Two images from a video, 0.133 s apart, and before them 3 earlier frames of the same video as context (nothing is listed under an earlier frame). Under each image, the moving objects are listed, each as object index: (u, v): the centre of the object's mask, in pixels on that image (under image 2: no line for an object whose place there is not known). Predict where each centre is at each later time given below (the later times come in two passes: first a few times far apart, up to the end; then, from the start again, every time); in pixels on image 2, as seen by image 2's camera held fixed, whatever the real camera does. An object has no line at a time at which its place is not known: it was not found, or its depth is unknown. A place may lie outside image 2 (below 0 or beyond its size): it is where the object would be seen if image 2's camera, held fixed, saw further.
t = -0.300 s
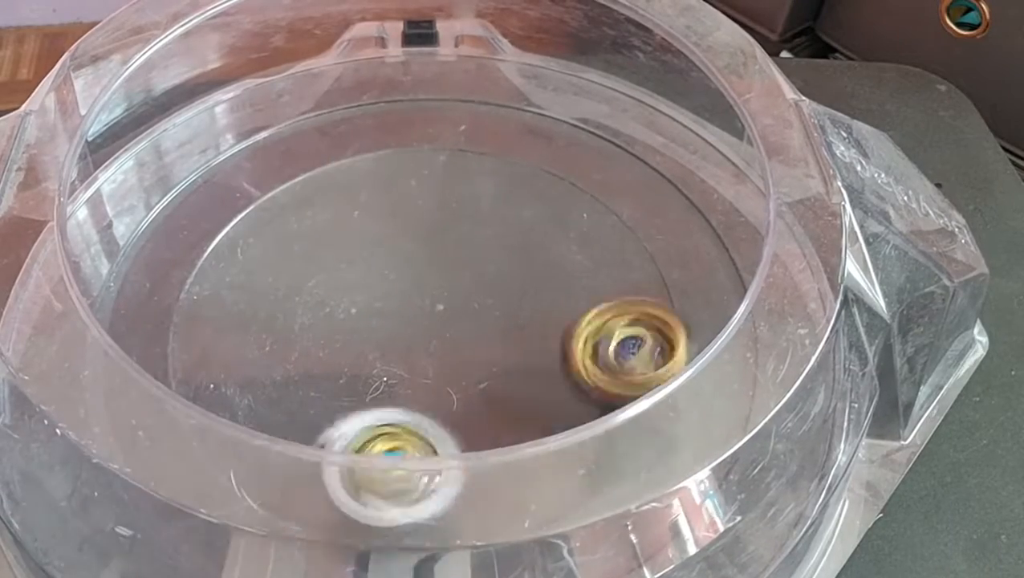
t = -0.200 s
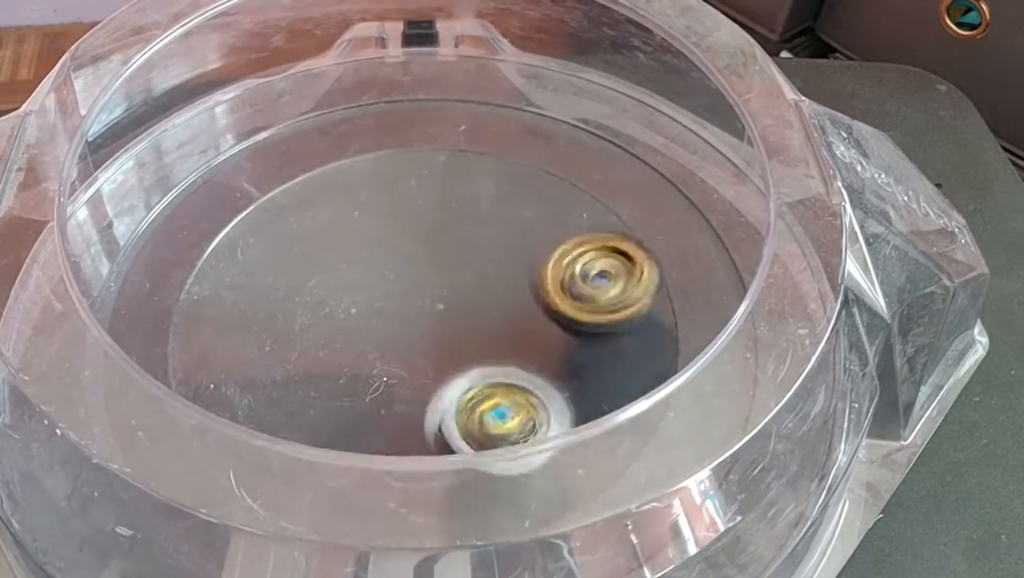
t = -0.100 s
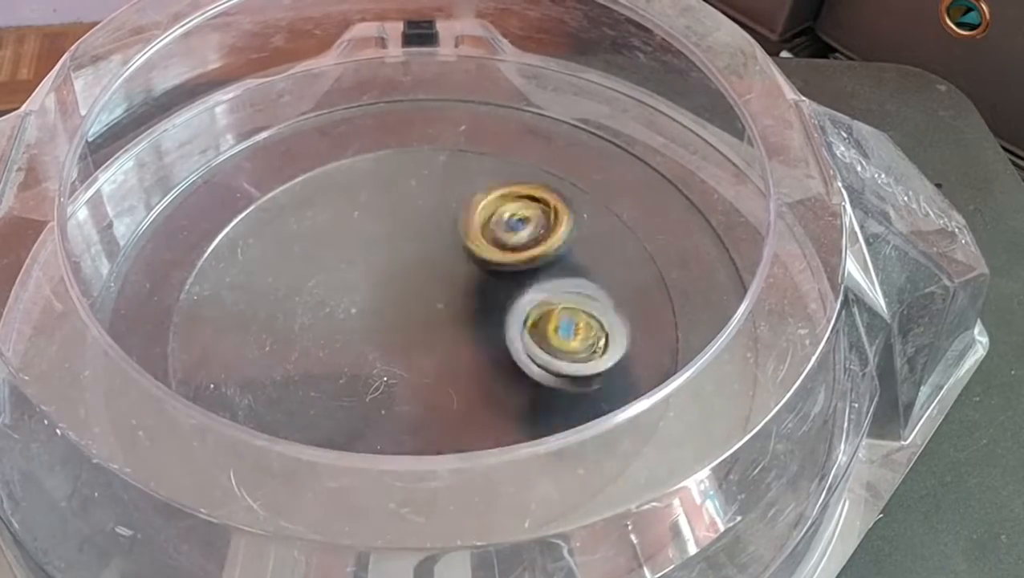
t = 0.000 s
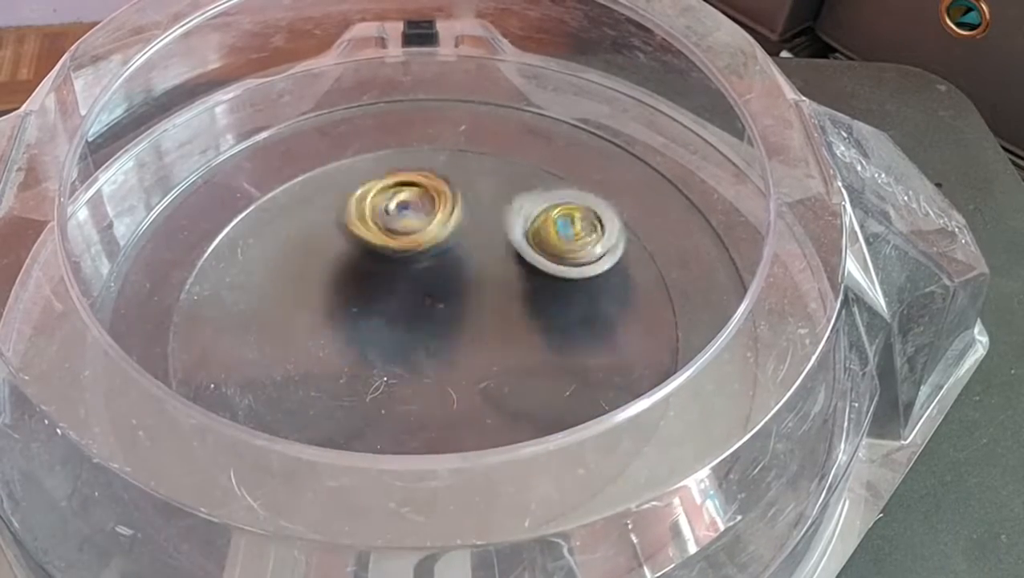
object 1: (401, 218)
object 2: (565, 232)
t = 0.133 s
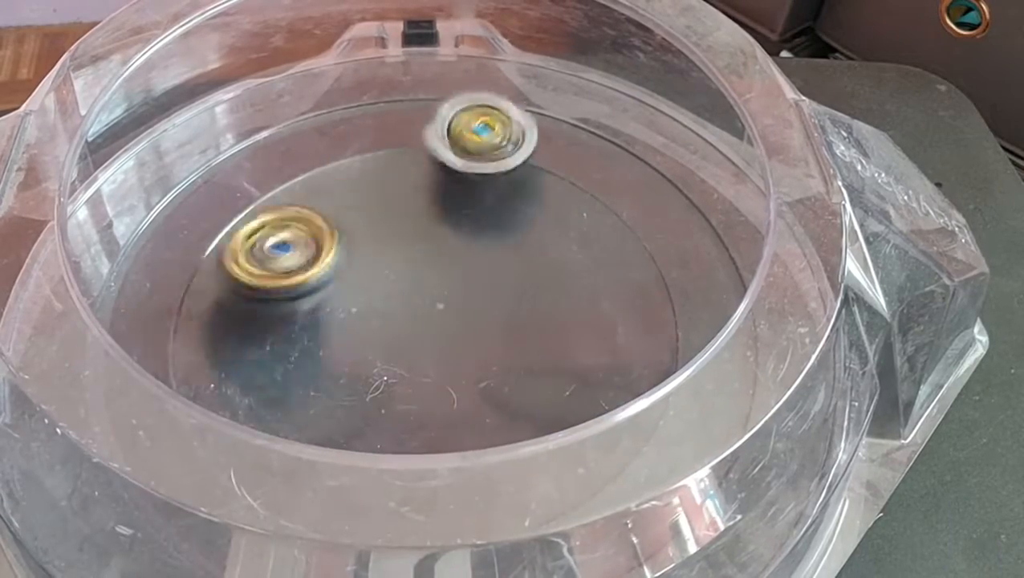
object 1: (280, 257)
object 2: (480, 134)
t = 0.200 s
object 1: (256, 294)
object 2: (421, 116)
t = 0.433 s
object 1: (390, 406)
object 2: (285, 146)
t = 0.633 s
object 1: (487, 306)
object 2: (244, 302)
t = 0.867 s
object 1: (371, 247)
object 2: (528, 443)
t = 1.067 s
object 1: (370, 340)
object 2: (712, 323)
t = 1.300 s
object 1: (449, 325)
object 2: (714, 243)
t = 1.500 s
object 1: (440, 292)
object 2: (617, 218)
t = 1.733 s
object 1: (391, 366)
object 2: (396, 189)
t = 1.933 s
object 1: (393, 410)
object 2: (251, 268)
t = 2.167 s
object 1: (418, 393)
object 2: (255, 436)
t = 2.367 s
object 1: (410, 310)
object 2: (465, 460)
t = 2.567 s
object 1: (379, 265)
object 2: (579, 300)
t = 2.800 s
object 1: (377, 259)
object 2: (431, 147)
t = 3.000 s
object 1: (432, 284)
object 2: (264, 192)
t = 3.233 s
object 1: (497, 296)
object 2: (298, 393)
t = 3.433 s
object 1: (492, 302)
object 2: (539, 406)
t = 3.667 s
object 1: (432, 354)
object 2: (645, 264)
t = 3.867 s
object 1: (406, 372)
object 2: (496, 177)
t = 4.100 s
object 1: (402, 345)
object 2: (260, 262)
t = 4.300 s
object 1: (377, 295)
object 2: (240, 431)
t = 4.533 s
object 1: (363, 284)
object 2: (486, 468)
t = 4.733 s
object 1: (431, 296)
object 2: (589, 300)
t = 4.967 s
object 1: (459, 302)
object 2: (491, 122)
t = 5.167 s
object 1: (455, 333)
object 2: (438, 69)
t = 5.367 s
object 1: (445, 346)
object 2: (396, 90)
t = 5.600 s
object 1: (411, 336)
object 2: (336, 172)
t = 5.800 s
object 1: (428, 361)
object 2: (268, 303)
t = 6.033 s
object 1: (493, 332)
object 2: (340, 401)
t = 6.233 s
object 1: (475, 252)
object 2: (489, 402)
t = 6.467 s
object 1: (433, 229)
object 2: (525, 342)
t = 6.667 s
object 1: (393, 217)
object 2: (444, 327)
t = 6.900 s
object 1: (382, 245)
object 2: (336, 363)
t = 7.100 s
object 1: (418, 304)
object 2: (325, 370)
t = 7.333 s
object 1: (456, 341)
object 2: (297, 371)
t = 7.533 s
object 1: (527, 373)
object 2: (304, 305)
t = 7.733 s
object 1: (540, 375)
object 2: (367, 240)
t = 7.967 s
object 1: (477, 340)
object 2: (453, 236)
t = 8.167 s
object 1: (373, 347)
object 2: (562, 229)
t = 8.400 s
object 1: (370, 338)
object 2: (592, 244)
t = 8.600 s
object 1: (404, 323)
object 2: (529, 325)
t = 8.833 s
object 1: (391, 292)
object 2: (450, 411)
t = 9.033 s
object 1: (444, 279)
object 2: (419, 408)
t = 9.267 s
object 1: (466, 288)
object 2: (419, 407)
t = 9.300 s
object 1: (468, 295)
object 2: (419, 407)
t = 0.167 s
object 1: (264, 274)
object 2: (452, 122)
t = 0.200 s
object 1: (256, 294)
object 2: (421, 116)
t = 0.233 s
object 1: (257, 314)
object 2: (389, 114)
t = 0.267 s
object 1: (262, 338)
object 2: (365, 114)
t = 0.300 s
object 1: (276, 361)
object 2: (346, 118)
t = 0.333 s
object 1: (300, 382)
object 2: (328, 123)
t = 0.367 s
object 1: (328, 396)
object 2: (313, 128)
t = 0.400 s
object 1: (361, 404)
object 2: (298, 134)
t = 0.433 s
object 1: (390, 406)
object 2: (285, 146)
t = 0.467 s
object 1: (416, 403)
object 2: (271, 160)
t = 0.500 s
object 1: (440, 395)
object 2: (257, 181)
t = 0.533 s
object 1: (463, 374)
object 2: (246, 206)
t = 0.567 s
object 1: (480, 353)
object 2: (239, 235)
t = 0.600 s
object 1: (486, 332)
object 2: (237, 267)
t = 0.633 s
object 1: (487, 306)
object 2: (244, 302)
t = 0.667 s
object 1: (482, 285)
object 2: (261, 339)
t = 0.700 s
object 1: (471, 266)
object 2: (287, 375)
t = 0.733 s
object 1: (456, 254)
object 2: (324, 399)
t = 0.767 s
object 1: (436, 240)
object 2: (366, 413)
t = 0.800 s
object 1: (415, 235)
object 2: (418, 442)
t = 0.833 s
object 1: (393, 235)
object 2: (473, 448)
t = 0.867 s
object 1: (371, 247)
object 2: (528, 443)
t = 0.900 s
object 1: (355, 260)
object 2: (575, 430)
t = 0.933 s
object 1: (345, 277)
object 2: (619, 412)
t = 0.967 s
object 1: (343, 295)
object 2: (652, 387)
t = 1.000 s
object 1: (348, 313)
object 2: (676, 360)
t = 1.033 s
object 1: (358, 327)
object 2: (695, 339)
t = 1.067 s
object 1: (370, 340)
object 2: (712, 323)
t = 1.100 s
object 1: (384, 348)
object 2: (726, 311)
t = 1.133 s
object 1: (399, 351)
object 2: (735, 298)
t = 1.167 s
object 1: (414, 350)
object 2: (742, 286)
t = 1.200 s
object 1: (428, 346)
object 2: (744, 273)
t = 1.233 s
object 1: (438, 341)
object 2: (737, 261)
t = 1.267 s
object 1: (445, 335)
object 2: (718, 248)
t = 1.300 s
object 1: (449, 325)
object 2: (714, 243)
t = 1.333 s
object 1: (451, 320)
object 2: (707, 240)
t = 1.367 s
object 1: (451, 310)
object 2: (694, 233)
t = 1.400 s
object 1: (449, 304)
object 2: (680, 229)
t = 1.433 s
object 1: (446, 299)
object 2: (663, 224)
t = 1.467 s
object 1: (443, 295)
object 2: (642, 220)
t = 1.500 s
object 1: (440, 292)
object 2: (617, 218)
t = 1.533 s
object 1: (437, 291)
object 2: (590, 214)
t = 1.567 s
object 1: (435, 295)
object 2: (559, 208)
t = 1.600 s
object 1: (434, 296)
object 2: (525, 206)
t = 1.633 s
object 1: (433, 301)
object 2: (487, 206)
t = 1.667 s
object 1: (419, 321)
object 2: (452, 202)
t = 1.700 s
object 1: (403, 343)
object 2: (423, 192)
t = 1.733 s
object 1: (391, 366)
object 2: (396, 189)
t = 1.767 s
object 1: (383, 385)
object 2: (367, 193)
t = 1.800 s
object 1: (381, 397)
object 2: (342, 202)
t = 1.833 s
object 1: (382, 401)
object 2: (317, 213)
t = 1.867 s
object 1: (385, 404)
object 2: (294, 229)
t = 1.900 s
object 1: (389, 407)
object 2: (271, 249)
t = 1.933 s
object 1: (393, 410)
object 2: (251, 268)
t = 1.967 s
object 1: (397, 409)
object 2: (235, 290)
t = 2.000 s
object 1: (402, 409)
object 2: (224, 314)
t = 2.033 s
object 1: (404, 409)
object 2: (218, 339)
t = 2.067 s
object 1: (407, 408)
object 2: (221, 362)
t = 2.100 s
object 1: (411, 405)
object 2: (232, 380)
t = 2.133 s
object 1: (415, 400)
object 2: (238, 411)
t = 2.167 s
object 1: (418, 393)
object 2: (255, 436)
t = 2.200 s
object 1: (420, 378)
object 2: (280, 456)
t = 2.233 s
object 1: (420, 364)
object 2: (311, 468)
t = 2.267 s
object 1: (419, 349)
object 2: (348, 477)
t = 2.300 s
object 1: (417, 335)
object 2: (387, 479)
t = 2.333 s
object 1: (414, 321)
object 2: (427, 473)
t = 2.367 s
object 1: (410, 310)
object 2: (465, 460)
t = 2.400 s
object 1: (405, 300)
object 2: (500, 439)
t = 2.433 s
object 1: (398, 294)
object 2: (521, 408)
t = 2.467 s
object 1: (393, 286)
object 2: (553, 390)
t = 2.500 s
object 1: (387, 279)
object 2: (573, 362)
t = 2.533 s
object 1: (382, 272)
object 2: (578, 329)
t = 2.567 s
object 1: (379, 265)
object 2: (579, 300)
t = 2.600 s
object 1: (376, 264)
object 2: (574, 268)
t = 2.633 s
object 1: (374, 262)
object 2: (562, 237)
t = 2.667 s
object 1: (373, 260)
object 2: (541, 211)
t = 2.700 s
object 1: (372, 259)
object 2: (516, 191)
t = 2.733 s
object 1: (372, 258)
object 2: (490, 173)
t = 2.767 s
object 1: (375, 258)
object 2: (463, 158)
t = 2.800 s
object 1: (377, 259)
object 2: (431, 147)
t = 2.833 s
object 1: (381, 263)
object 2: (398, 142)
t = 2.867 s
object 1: (386, 267)
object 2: (366, 144)
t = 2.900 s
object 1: (396, 268)
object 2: (336, 150)
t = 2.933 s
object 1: (407, 273)
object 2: (310, 159)
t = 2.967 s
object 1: (419, 280)
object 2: (286, 173)
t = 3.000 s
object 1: (432, 284)
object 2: (264, 192)
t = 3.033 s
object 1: (444, 288)
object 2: (246, 214)
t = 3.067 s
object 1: (455, 291)
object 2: (233, 241)
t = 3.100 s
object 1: (465, 293)
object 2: (228, 272)
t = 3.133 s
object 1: (475, 294)
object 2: (232, 305)
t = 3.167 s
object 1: (483, 295)
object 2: (242, 337)
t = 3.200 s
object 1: (491, 296)
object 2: (266, 370)
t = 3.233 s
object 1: (497, 296)
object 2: (298, 393)
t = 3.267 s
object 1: (501, 296)
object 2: (335, 409)
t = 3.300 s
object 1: (505, 294)
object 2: (374, 419)
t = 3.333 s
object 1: (507, 295)
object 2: (421, 424)
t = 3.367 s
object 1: (506, 296)
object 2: (462, 423)
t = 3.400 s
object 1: (500, 298)
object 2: (503, 417)
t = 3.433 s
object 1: (492, 302)
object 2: (539, 406)
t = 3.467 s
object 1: (483, 305)
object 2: (576, 394)
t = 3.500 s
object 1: (473, 312)
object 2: (606, 375)
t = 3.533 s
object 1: (464, 321)
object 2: (626, 356)
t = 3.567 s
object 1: (456, 329)
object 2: (646, 337)
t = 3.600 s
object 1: (447, 342)
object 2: (657, 312)
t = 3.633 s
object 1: (439, 349)
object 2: (653, 285)
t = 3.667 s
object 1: (432, 354)
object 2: (645, 264)
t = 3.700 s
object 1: (426, 359)
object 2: (634, 243)
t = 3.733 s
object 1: (421, 363)
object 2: (616, 220)
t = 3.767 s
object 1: (416, 367)
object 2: (589, 209)
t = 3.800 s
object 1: (412, 370)
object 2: (563, 195)
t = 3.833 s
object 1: (409, 372)
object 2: (533, 183)
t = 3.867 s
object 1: (406, 372)
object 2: (496, 177)
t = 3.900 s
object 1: (403, 375)
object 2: (459, 179)
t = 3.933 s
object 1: (403, 373)
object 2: (423, 182)
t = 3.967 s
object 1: (402, 373)
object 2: (385, 189)
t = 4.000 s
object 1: (403, 368)
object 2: (345, 201)
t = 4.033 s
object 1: (404, 363)
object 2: (313, 219)
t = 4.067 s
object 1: (404, 355)
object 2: (286, 240)
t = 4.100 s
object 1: (402, 345)
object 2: (260, 262)
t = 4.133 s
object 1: (399, 335)
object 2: (238, 289)
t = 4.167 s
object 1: (396, 326)
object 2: (223, 317)
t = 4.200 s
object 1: (391, 318)
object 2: (220, 346)
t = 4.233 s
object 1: (386, 310)
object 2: (226, 370)
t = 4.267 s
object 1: (382, 303)
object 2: (226, 401)
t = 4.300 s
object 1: (377, 295)
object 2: (240, 431)
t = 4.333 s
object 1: (372, 288)
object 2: (267, 454)
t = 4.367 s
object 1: (367, 283)
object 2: (299, 475)
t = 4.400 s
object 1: (362, 280)
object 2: (330, 483)
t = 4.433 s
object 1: (359, 278)
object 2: (367, 503)
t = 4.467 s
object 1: (357, 279)
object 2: (414, 492)
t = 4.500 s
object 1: (359, 281)
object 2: (453, 481)
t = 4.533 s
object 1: (363, 284)
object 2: (486, 468)
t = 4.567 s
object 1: (369, 289)
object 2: (522, 444)
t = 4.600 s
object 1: (379, 293)
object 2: (546, 413)
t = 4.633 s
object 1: (392, 295)
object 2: (565, 386)
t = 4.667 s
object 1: (405, 296)
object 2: (583, 360)
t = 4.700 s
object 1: (418, 297)
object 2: (585, 331)
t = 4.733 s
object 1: (431, 296)
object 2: (589, 300)
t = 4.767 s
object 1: (443, 294)
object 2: (579, 269)
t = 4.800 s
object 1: (453, 292)
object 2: (565, 245)
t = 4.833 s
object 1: (462, 288)
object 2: (552, 219)
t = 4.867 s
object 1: (460, 291)
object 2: (536, 194)
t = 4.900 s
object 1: (458, 295)
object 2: (528, 164)
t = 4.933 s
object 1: (459, 298)
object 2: (509, 138)
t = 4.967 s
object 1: (459, 302)
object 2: (491, 122)
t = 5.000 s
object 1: (457, 306)
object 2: (476, 105)
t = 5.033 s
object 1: (456, 311)
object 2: (462, 96)
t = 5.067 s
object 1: (455, 317)
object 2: (457, 83)
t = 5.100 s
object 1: (455, 321)
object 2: (450, 73)
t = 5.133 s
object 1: (455, 325)
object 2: (445, 66)
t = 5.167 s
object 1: (455, 333)
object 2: (438, 69)
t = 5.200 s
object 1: (454, 335)
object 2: (428, 72)
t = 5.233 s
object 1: (453, 340)
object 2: (422, 76)
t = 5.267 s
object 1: (452, 342)
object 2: (413, 79)
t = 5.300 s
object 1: (451, 344)
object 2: (408, 81)
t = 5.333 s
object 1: (449, 345)
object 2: (402, 85)
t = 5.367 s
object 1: (445, 346)
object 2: (396, 90)
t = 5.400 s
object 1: (443, 346)
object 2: (389, 95)
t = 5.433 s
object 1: (438, 345)
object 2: (382, 102)
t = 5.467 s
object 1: (433, 342)
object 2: (377, 108)
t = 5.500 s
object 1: (429, 340)
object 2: (367, 120)
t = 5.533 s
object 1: (424, 338)
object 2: (359, 133)
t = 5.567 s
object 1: (418, 337)
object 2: (344, 150)
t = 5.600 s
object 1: (411, 336)
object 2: (336, 172)
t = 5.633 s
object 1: (402, 336)
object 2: (321, 194)
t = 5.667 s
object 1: (397, 335)
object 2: (313, 224)
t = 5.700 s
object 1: (394, 336)
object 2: (304, 254)
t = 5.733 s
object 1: (401, 345)
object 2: (294, 273)
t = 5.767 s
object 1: (414, 355)
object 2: (275, 284)
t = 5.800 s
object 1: (428, 361)
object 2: (268, 303)
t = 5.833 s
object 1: (439, 361)
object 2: (259, 319)
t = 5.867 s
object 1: (452, 361)
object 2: (262, 339)
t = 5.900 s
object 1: (462, 359)
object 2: (266, 354)
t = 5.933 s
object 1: (475, 355)
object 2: (282, 372)
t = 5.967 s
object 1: (483, 346)
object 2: (295, 384)
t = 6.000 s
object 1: (491, 340)
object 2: (319, 394)
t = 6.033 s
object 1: (493, 332)
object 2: (340, 401)
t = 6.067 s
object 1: (492, 320)
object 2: (374, 405)
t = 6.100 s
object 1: (488, 318)
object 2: (398, 407)
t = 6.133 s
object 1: (483, 305)
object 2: (436, 400)
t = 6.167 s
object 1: (476, 294)
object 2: (455, 399)
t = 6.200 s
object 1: (476, 272)
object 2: (472, 403)
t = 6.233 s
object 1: (475, 252)
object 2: (489, 402)
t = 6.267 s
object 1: (471, 237)
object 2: (504, 401)
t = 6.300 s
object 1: (464, 228)
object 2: (516, 398)
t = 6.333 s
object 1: (458, 225)
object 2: (525, 390)
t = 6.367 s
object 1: (452, 224)
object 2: (534, 381)
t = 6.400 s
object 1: (446, 224)
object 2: (535, 373)
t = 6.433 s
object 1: (438, 226)
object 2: (530, 358)
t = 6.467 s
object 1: (433, 229)
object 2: (525, 342)
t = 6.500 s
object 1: (430, 233)
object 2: (516, 332)
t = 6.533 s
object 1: (427, 237)
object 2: (499, 327)
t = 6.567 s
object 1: (421, 230)
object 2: (489, 324)
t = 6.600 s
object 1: (410, 221)
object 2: (475, 328)
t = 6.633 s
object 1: (403, 218)
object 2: (460, 326)
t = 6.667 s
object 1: (393, 217)
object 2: (444, 327)
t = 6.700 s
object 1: (388, 219)
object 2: (425, 330)
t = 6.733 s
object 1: (382, 227)
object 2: (407, 334)
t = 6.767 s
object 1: (382, 224)
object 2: (388, 344)
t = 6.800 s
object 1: (380, 225)
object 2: (371, 350)
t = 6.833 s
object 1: (380, 229)
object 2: (355, 355)
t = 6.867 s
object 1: (379, 234)
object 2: (345, 360)
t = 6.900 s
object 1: (382, 245)
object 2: (336, 363)
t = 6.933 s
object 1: (386, 261)
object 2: (329, 367)
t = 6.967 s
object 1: (392, 271)
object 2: (324, 370)
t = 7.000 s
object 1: (397, 278)
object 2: (327, 370)
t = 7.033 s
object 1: (403, 289)
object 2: (328, 366)
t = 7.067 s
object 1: (411, 294)
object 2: (324, 371)
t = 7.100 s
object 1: (418, 304)
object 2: (325, 370)
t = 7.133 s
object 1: (431, 305)
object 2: (313, 383)
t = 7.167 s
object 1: (441, 314)
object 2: (305, 383)
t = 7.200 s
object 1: (447, 320)
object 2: (303, 383)
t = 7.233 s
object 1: (449, 327)
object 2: (299, 383)
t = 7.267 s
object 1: (451, 332)
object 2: (295, 381)
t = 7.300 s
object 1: (455, 336)
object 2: (295, 375)
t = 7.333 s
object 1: (456, 341)
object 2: (297, 371)
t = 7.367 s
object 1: (455, 347)
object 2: (304, 368)
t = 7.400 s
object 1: (453, 353)
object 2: (310, 369)
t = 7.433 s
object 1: (452, 357)
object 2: (320, 363)
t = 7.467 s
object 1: (476, 366)
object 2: (309, 340)
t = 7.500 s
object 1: (508, 369)
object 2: (302, 320)
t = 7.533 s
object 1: (527, 373)
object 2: (304, 305)
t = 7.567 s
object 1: (542, 373)
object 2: (310, 288)
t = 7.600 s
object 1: (547, 376)
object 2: (316, 275)
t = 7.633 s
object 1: (552, 377)
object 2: (329, 265)
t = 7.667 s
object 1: (550, 379)
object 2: (338, 254)
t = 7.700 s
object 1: (547, 379)
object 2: (350, 250)
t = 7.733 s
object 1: (540, 375)
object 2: (367, 240)
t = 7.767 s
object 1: (533, 374)
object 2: (376, 237)
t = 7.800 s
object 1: (525, 375)
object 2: (393, 234)
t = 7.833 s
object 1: (514, 368)
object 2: (405, 230)
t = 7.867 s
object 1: (504, 361)
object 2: (417, 232)
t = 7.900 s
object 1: (493, 354)
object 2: (431, 230)
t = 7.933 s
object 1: (486, 348)
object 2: (441, 233)
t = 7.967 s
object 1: (477, 340)
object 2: (453, 236)
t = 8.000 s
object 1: (471, 335)
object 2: (462, 234)
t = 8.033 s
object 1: (463, 330)
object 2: (471, 241)
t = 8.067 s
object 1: (452, 327)
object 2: (483, 241)
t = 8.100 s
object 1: (422, 336)
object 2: (509, 242)
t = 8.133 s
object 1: (397, 342)
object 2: (536, 237)
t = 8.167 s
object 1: (373, 347)
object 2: (562, 229)
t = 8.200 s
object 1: (360, 344)
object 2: (584, 231)
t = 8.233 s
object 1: (351, 341)
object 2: (599, 233)
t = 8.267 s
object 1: (348, 338)
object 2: (605, 235)
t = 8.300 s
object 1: (352, 336)
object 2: (607, 239)
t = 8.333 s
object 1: (358, 333)
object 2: (603, 242)
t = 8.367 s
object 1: (365, 335)
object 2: (597, 244)
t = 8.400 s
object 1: (370, 338)
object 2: (592, 244)
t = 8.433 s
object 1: (376, 342)
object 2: (588, 253)
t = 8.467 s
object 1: (383, 336)
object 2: (580, 263)
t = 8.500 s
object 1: (394, 337)
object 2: (568, 279)
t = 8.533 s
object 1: (404, 336)
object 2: (553, 292)
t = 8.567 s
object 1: (417, 332)
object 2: (534, 310)
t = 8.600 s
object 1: (404, 323)
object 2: (529, 325)
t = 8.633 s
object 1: (385, 319)
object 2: (523, 344)
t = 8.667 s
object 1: (375, 305)
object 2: (516, 364)
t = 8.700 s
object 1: (370, 302)
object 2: (504, 374)
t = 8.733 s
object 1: (373, 294)
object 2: (488, 389)
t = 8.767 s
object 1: (376, 293)
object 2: (477, 404)
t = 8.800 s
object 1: (383, 295)
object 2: (462, 411)
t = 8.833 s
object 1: (391, 292)
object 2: (450, 411)
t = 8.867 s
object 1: (401, 297)
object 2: (439, 411)
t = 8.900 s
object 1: (409, 301)
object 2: (430, 409)
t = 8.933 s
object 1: (416, 297)
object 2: (424, 408)
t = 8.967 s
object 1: (425, 294)
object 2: (421, 408)
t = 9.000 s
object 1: (433, 286)
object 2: (419, 408)
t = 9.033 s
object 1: (444, 279)
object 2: (419, 408)
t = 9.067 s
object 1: (449, 277)
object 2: (420, 408)
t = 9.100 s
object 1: (454, 274)
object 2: (420, 407)
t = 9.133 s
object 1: (457, 272)
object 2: (420, 407)
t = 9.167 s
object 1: (458, 275)
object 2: (420, 407)
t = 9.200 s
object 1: (460, 276)
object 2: (420, 407)
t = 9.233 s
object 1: (463, 280)
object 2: (420, 407)
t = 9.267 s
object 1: (466, 288)
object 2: (419, 407)
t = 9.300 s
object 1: (468, 295)
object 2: (419, 407)
